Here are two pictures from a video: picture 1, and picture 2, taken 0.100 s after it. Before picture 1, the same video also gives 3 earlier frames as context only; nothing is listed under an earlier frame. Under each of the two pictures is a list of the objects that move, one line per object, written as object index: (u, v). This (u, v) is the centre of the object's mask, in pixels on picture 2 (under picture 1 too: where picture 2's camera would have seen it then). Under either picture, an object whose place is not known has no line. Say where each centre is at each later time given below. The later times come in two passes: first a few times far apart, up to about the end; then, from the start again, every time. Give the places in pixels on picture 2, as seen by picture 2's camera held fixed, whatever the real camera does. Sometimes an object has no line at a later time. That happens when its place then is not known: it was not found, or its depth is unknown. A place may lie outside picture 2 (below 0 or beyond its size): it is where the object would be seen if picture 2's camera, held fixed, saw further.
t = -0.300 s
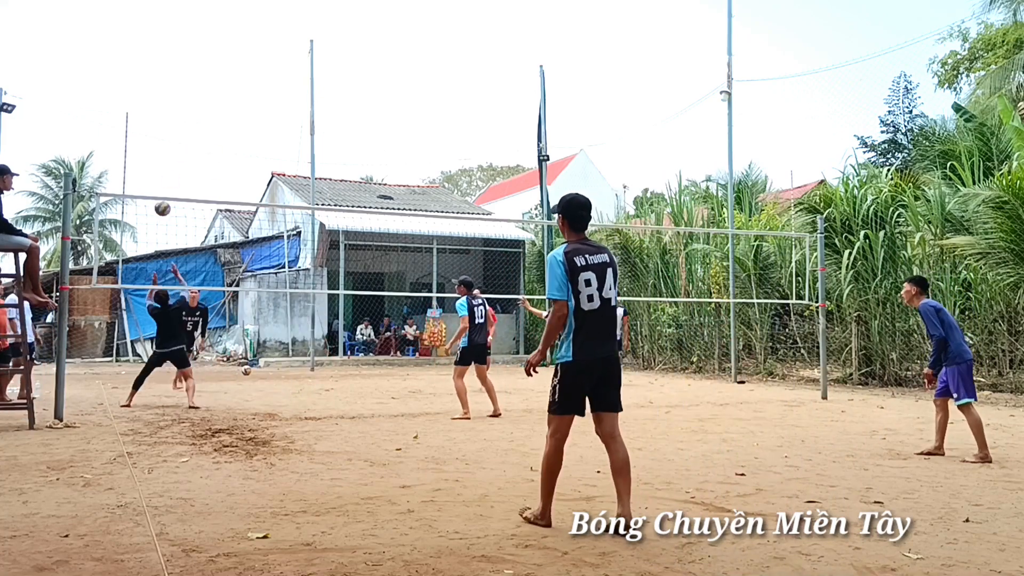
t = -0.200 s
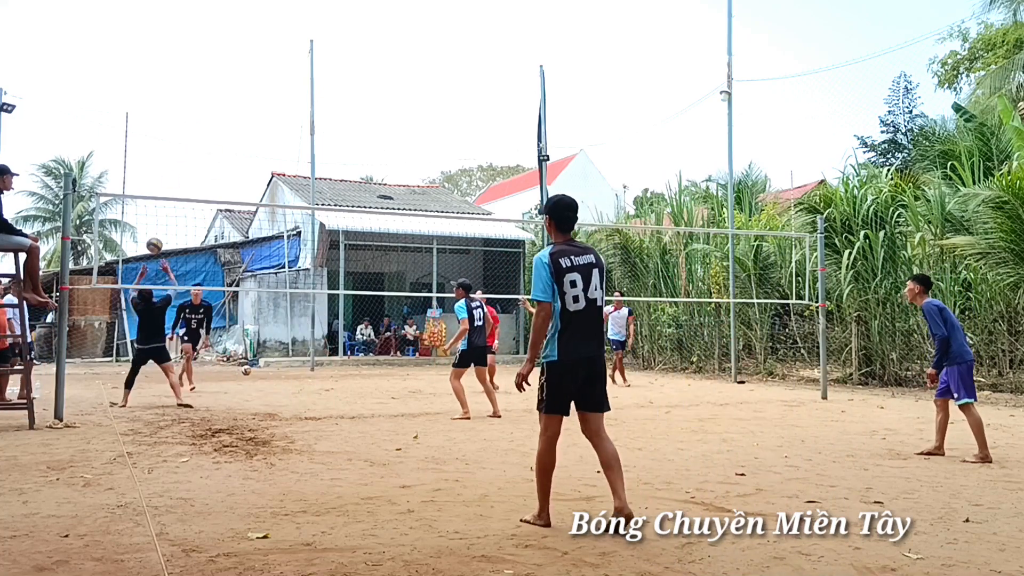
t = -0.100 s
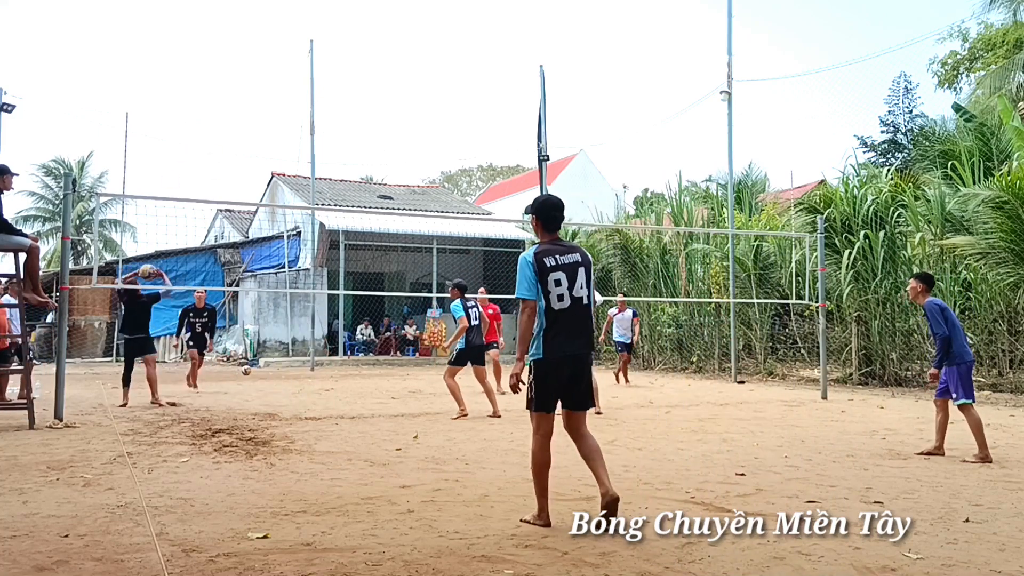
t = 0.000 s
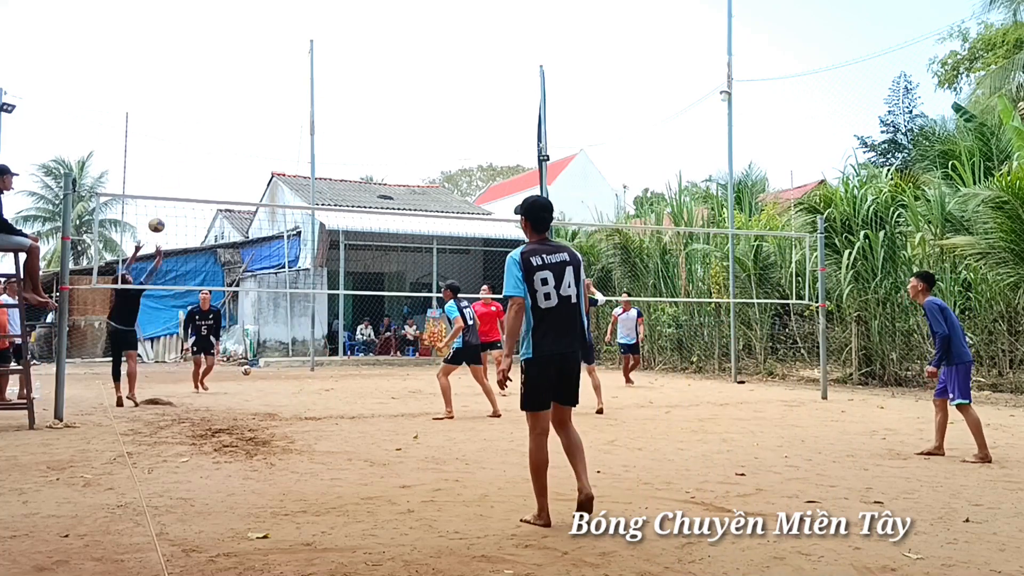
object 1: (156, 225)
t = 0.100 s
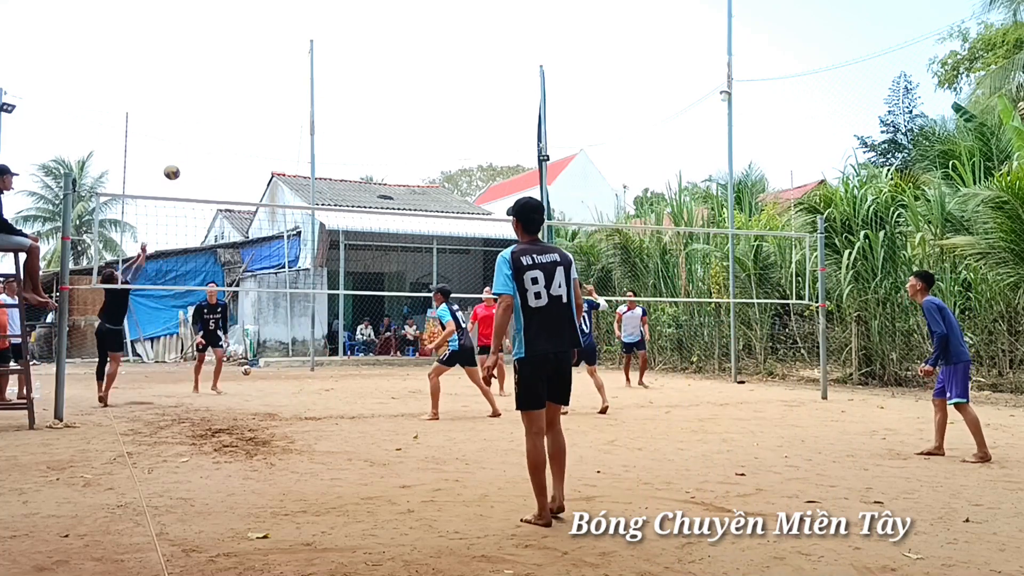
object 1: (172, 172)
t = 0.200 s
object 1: (187, 128)
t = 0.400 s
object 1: (216, 62)
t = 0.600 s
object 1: (246, 28)
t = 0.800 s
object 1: (275, 23)
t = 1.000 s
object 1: (304, 49)
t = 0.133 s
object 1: (177, 157)
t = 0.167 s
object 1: (182, 142)
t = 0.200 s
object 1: (187, 128)
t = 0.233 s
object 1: (192, 115)
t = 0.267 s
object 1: (197, 103)
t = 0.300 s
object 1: (202, 91)
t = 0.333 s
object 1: (206, 81)
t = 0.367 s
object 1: (211, 71)
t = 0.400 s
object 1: (216, 62)
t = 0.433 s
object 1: (221, 55)
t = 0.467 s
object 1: (226, 47)
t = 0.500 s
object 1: (231, 41)
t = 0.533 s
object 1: (236, 36)
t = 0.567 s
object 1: (241, 31)
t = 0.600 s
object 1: (246, 28)
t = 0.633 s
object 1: (251, 25)
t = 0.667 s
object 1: (256, 23)
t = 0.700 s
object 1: (260, 22)
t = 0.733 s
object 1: (265, 21)
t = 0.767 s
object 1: (270, 22)
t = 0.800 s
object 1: (275, 23)
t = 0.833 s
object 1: (280, 26)
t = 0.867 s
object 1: (285, 29)
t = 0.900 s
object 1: (290, 33)
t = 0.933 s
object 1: (295, 37)
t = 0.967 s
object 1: (299, 43)
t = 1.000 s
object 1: (304, 49)
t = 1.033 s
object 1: (309, 57)
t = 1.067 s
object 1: (313, 65)
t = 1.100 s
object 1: (318, 74)
